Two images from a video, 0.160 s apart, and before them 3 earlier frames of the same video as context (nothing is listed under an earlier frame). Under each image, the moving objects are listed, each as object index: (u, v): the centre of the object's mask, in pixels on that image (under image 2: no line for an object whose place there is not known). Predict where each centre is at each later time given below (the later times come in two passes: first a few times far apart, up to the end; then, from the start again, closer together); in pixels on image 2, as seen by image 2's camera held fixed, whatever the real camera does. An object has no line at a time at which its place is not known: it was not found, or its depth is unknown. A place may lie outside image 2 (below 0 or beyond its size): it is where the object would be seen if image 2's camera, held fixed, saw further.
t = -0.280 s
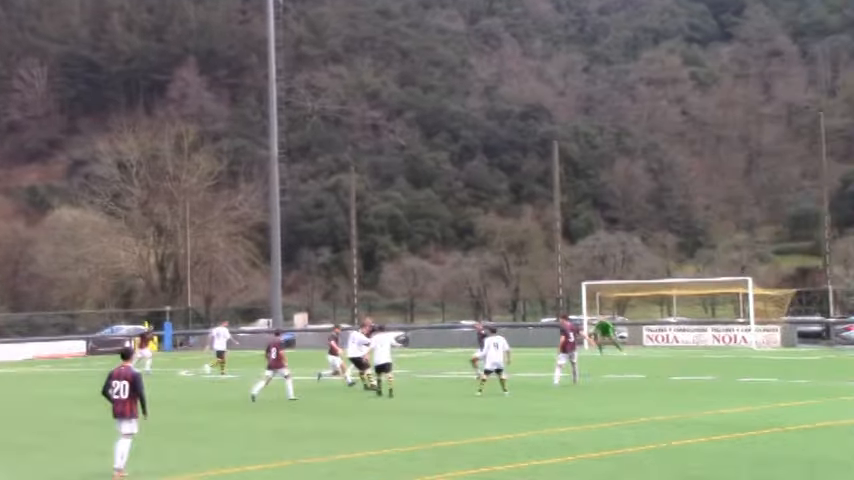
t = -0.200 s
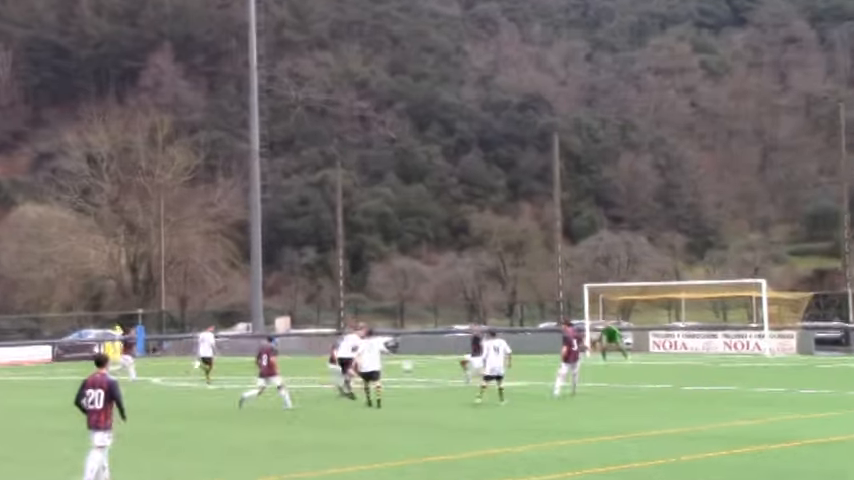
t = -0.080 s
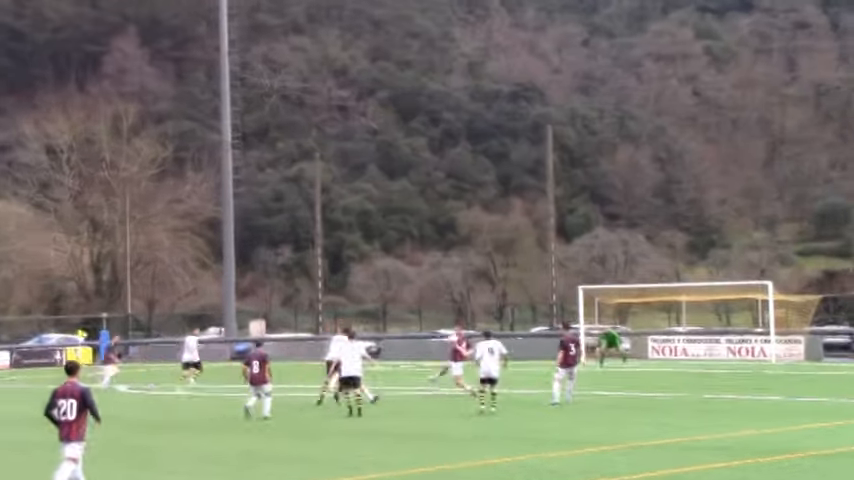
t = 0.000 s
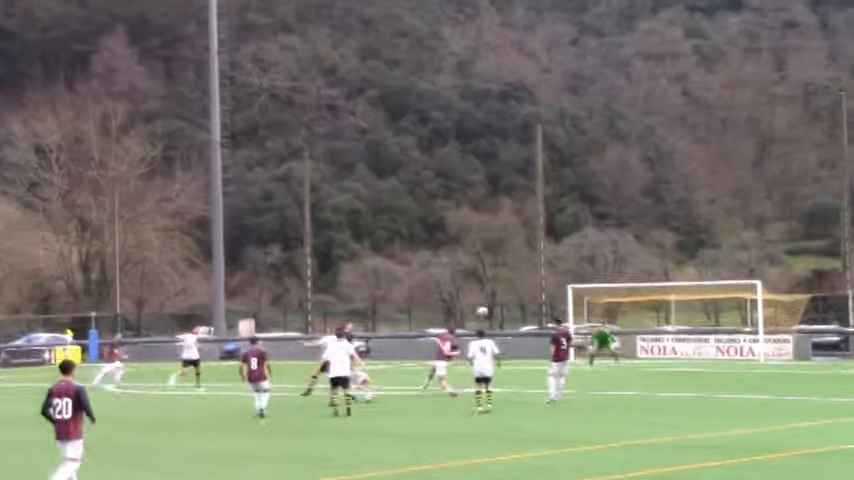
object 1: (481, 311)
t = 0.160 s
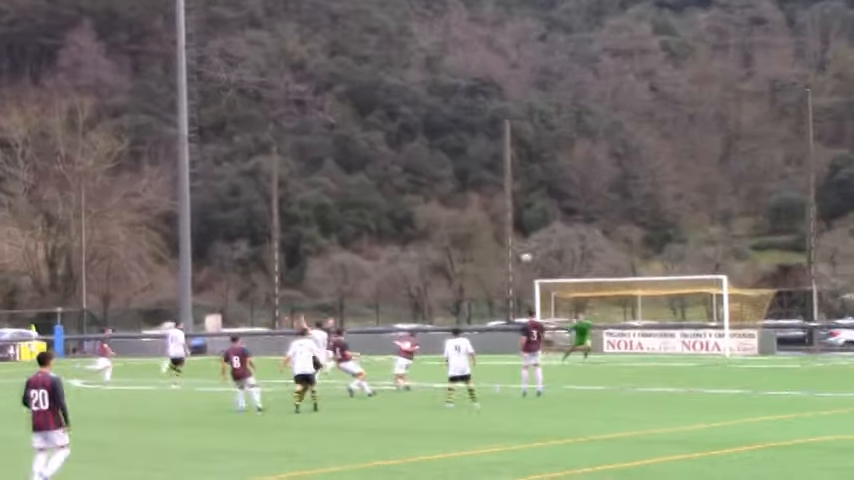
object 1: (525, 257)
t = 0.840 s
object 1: (778, 184)
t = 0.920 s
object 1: (803, 188)
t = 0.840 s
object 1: (778, 184)
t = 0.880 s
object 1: (791, 185)
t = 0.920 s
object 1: (803, 188)
